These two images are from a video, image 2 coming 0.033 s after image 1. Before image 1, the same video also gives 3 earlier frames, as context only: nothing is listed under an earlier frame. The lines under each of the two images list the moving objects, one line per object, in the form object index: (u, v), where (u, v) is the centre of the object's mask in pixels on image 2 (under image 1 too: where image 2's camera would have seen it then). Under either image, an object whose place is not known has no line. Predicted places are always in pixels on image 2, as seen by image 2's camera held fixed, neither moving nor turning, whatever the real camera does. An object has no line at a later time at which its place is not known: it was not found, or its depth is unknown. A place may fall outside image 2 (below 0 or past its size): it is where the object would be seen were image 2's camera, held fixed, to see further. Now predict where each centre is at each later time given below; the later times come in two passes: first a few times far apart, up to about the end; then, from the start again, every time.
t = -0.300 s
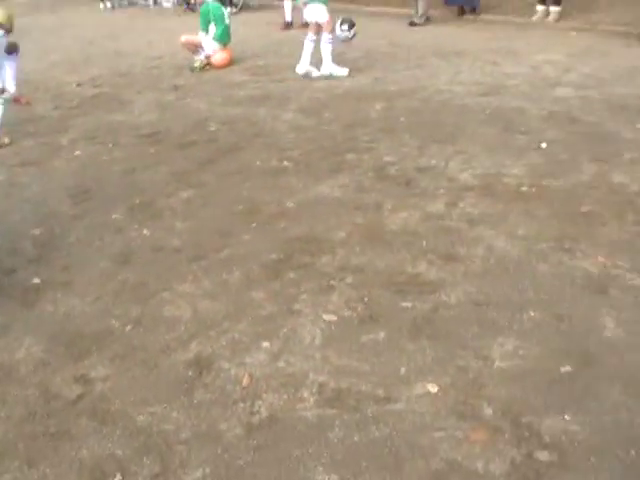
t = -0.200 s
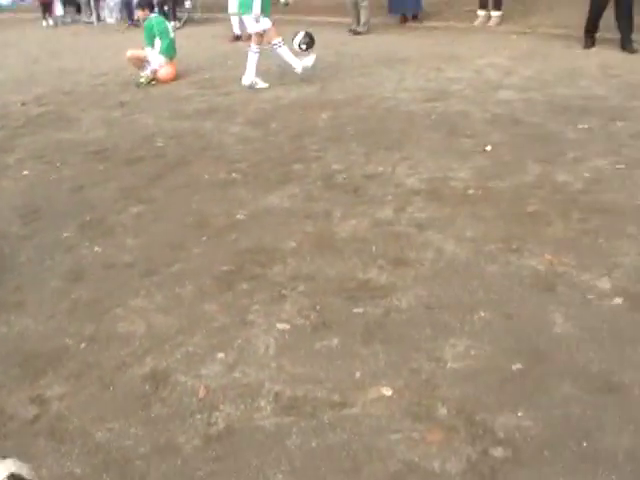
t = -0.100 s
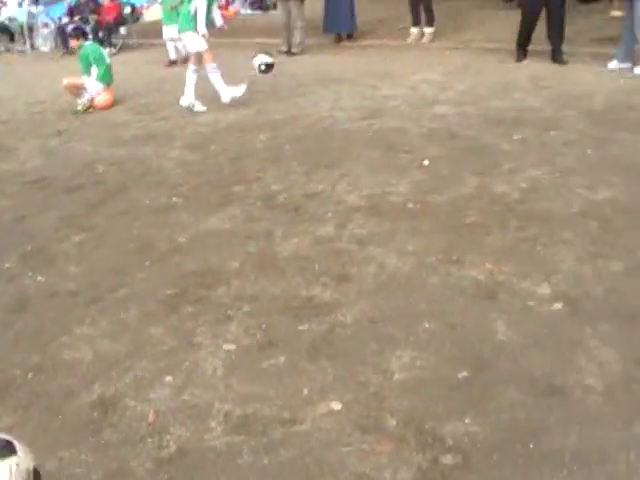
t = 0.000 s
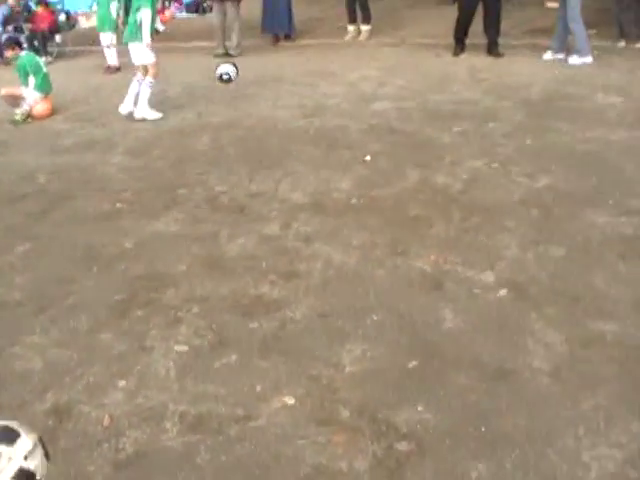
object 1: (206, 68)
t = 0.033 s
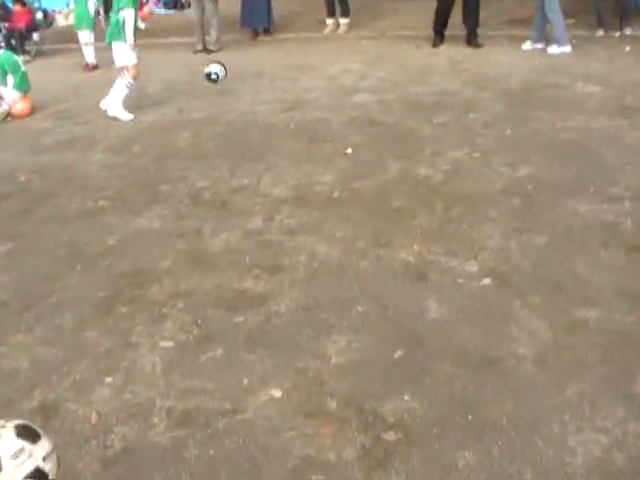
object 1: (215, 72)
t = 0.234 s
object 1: (256, 62)
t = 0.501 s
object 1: (307, 66)
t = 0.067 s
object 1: (224, 78)
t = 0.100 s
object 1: (233, 85)
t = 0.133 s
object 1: (240, 81)
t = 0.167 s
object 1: (245, 73)
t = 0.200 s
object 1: (250, 67)
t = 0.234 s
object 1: (256, 62)
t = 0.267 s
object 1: (263, 60)
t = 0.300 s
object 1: (269, 58)
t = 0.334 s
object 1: (275, 57)
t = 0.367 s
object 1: (282, 56)
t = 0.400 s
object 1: (288, 57)
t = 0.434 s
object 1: (293, 59)
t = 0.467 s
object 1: (300, 62)
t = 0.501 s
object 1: (307, 66)
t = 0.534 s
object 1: (314, 72)
